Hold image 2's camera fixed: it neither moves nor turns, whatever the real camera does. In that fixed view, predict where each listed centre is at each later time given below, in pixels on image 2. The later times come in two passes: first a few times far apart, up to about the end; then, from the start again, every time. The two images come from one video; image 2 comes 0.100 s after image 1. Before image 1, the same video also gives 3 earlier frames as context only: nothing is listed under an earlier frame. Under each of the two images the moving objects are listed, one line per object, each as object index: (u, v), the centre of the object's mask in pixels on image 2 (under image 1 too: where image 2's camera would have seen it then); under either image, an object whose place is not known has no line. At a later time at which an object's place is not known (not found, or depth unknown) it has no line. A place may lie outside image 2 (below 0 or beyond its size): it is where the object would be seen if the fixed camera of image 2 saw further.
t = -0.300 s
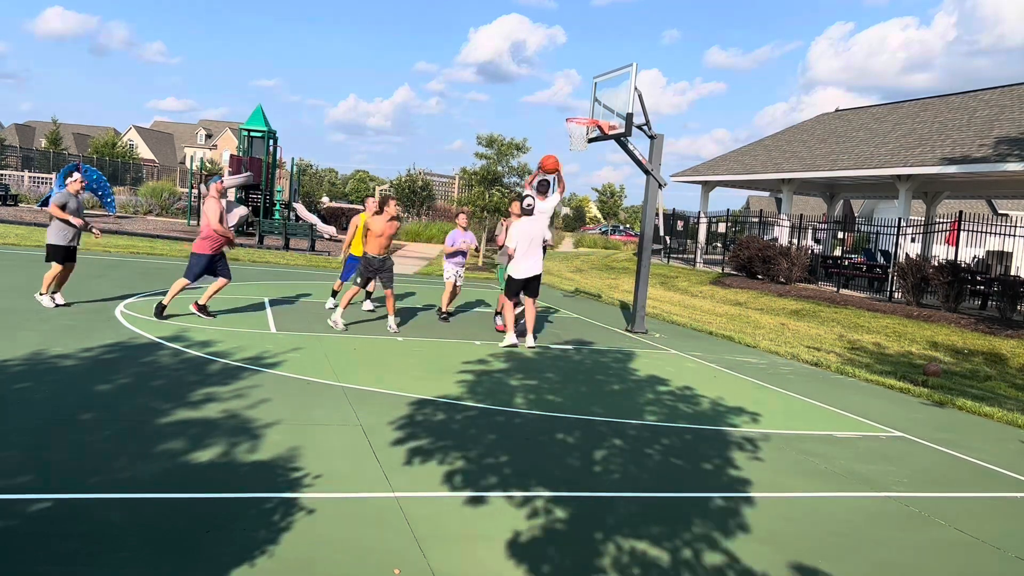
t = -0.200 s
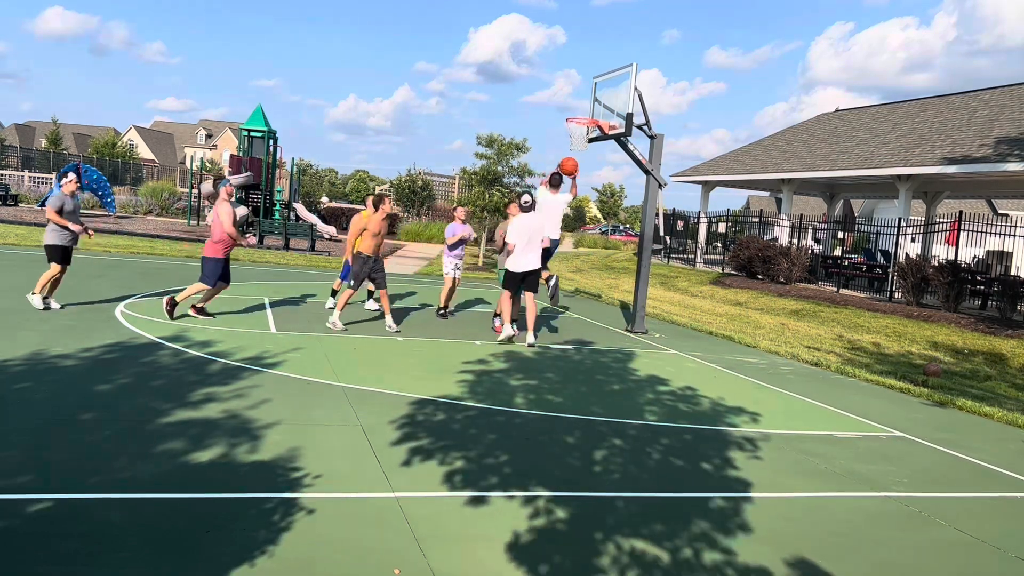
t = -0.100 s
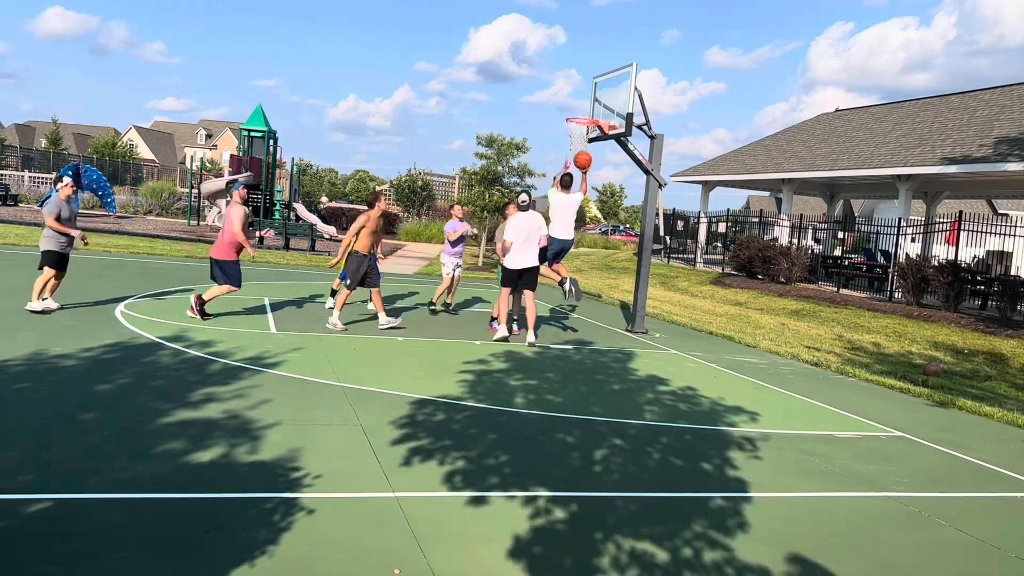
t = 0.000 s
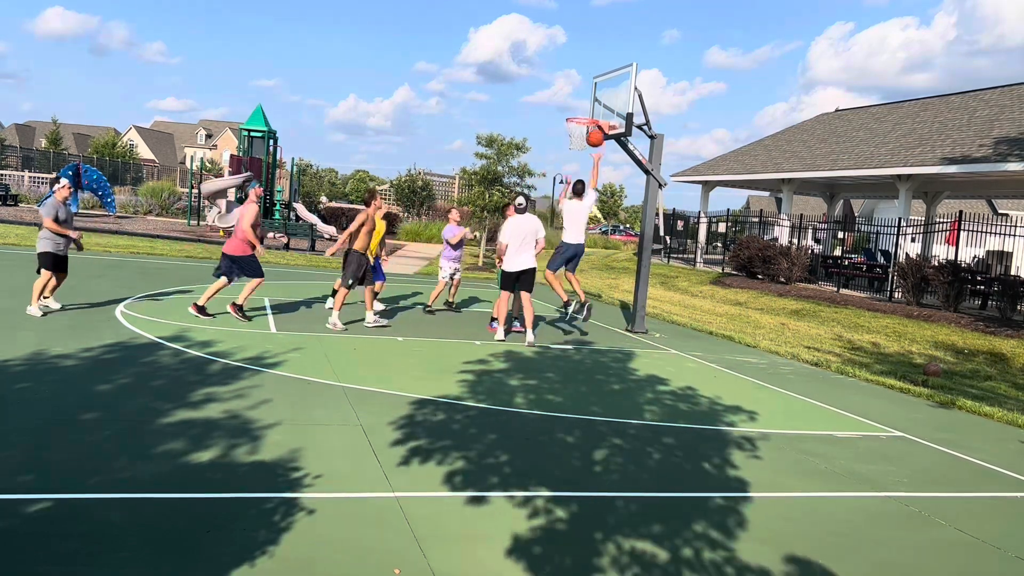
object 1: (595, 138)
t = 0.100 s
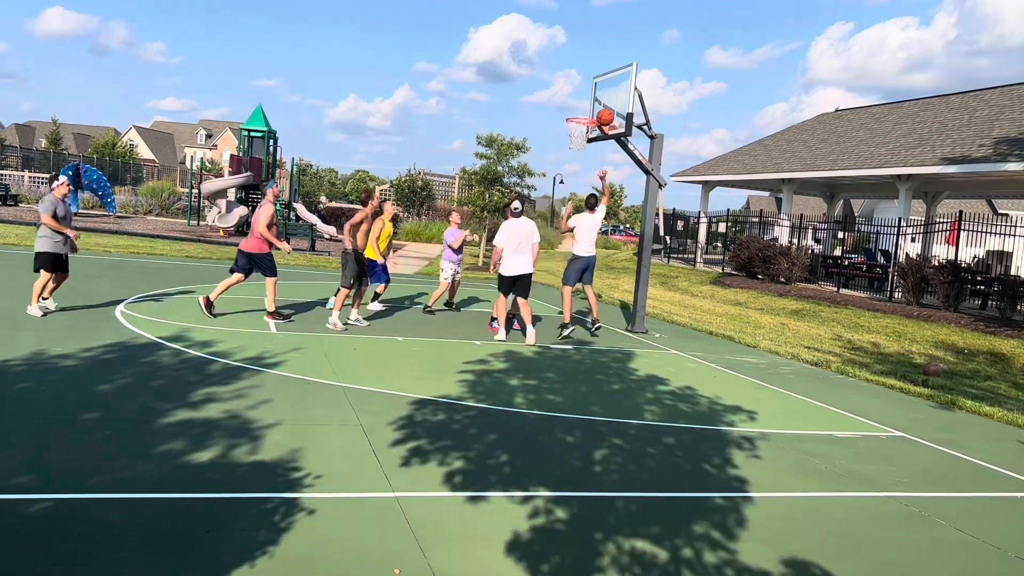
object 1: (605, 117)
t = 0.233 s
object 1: (617, 101)
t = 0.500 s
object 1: (574, 109)
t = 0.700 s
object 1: (555, 115)
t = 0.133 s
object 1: (608, 112)
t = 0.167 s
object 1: (611, 108)
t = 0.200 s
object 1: (614, 104)
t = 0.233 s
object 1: (617, 101)
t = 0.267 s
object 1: (612, 100)
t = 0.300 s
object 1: (607, 99)
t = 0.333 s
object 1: (602, 99)
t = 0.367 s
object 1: (596, 100)
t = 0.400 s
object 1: (590, 101)
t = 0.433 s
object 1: (585, 103)
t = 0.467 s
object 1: (579, 106)
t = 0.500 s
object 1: (574, 109)
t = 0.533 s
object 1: (571, 109)
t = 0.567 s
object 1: (568, 108)
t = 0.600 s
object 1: (565, 109)
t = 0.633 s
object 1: (562, 110)
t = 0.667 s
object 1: (558, 112)
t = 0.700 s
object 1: (555, 115)
